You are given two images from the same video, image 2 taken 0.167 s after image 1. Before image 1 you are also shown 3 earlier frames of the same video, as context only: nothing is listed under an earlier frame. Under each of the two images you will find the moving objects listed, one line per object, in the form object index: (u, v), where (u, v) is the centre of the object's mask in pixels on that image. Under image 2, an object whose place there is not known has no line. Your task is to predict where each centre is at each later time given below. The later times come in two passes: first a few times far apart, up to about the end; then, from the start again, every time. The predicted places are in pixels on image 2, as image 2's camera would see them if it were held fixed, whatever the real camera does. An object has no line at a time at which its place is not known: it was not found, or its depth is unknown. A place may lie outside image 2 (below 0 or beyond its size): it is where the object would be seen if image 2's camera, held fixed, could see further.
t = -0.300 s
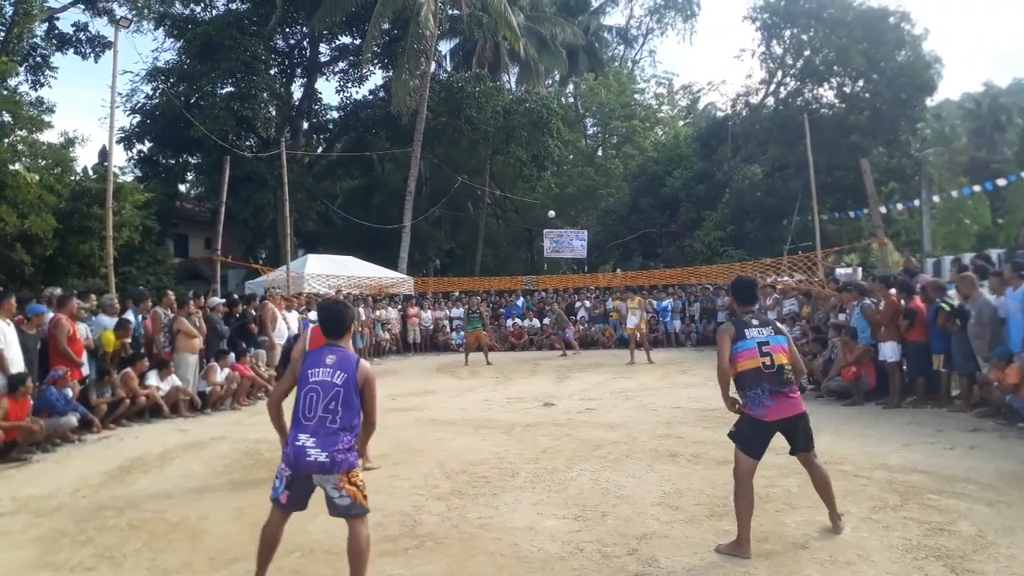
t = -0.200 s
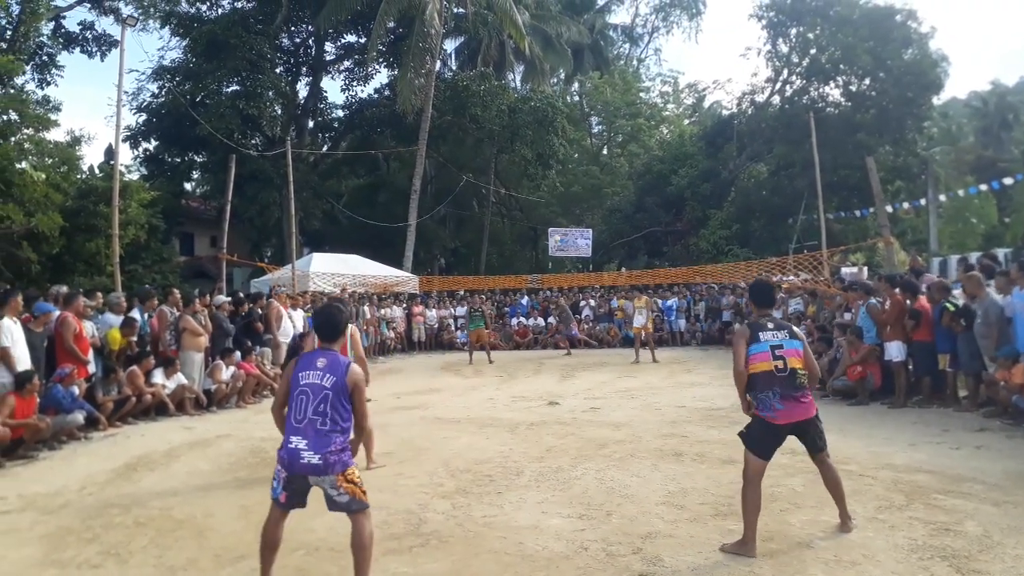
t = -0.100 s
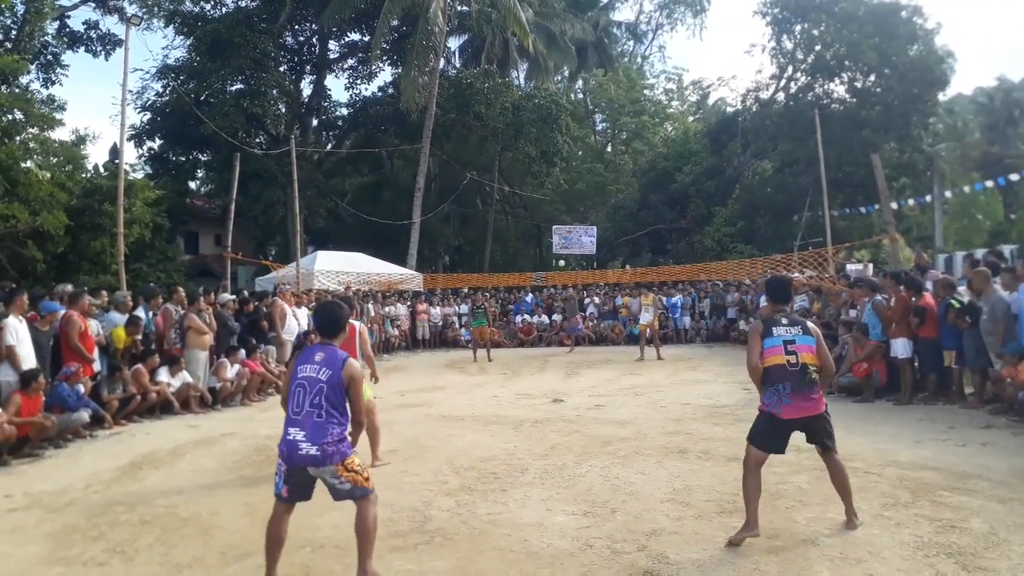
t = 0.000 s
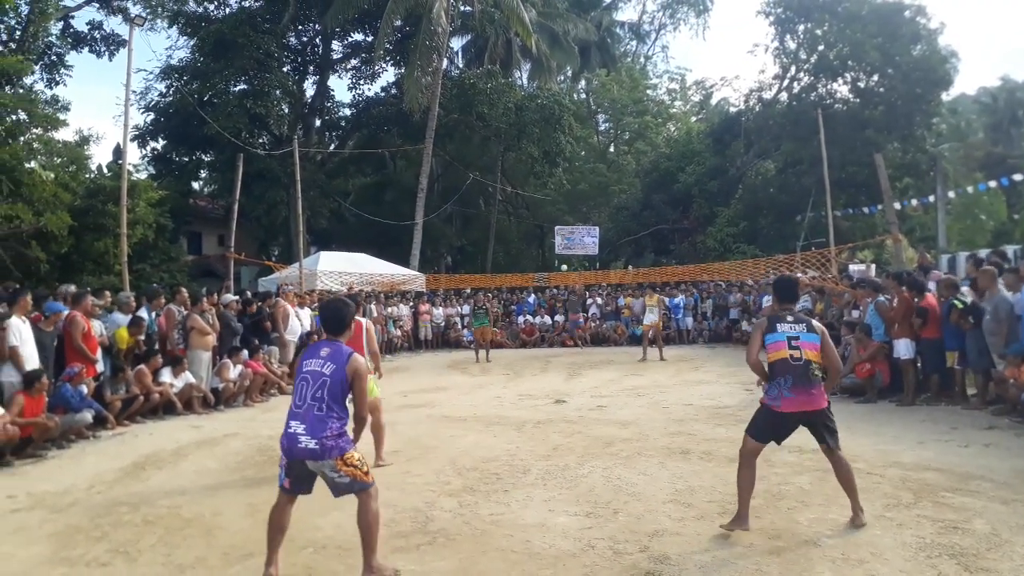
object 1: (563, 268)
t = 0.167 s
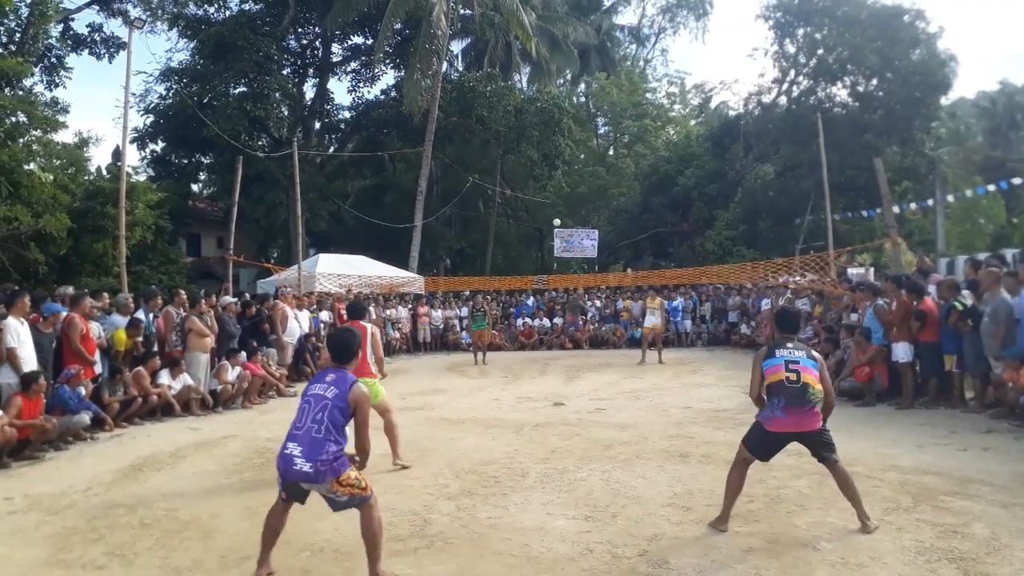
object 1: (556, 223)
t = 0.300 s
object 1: (546, 188)
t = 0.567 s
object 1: (501, 138)
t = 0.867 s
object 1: (382, 145)
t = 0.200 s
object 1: (554, 214)
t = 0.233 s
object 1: (552, 205)
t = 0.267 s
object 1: (549, 197)
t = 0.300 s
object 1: (546, 188)
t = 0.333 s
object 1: (542, 180)
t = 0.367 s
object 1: (537, 173)
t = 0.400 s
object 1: (533, 166)
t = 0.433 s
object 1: (528, 159)
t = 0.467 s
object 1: (522, 153)
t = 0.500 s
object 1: (516, 147)
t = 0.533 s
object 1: (509, 143)
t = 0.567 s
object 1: (501, 138)
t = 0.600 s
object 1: (493, 134)
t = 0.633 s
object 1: (483, 131)
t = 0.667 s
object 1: (473, 129)
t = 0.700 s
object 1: (461, 128)
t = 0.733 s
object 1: (448, 128)
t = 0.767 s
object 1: (435, 130)
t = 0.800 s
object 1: (419, 133)
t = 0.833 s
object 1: (401, 138)
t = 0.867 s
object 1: (382, 145)
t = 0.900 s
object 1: (360, 154)
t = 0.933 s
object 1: (335, 166)
